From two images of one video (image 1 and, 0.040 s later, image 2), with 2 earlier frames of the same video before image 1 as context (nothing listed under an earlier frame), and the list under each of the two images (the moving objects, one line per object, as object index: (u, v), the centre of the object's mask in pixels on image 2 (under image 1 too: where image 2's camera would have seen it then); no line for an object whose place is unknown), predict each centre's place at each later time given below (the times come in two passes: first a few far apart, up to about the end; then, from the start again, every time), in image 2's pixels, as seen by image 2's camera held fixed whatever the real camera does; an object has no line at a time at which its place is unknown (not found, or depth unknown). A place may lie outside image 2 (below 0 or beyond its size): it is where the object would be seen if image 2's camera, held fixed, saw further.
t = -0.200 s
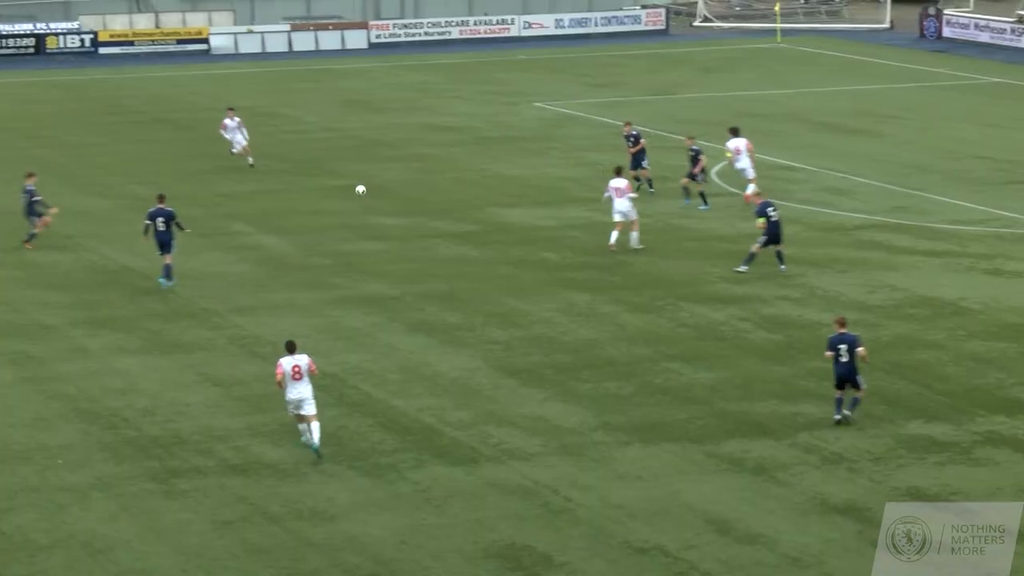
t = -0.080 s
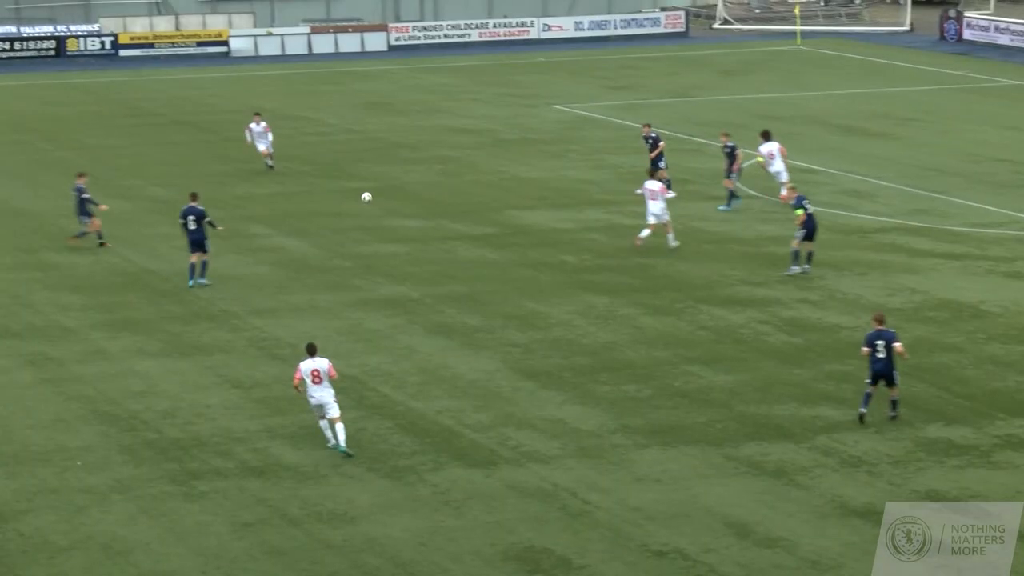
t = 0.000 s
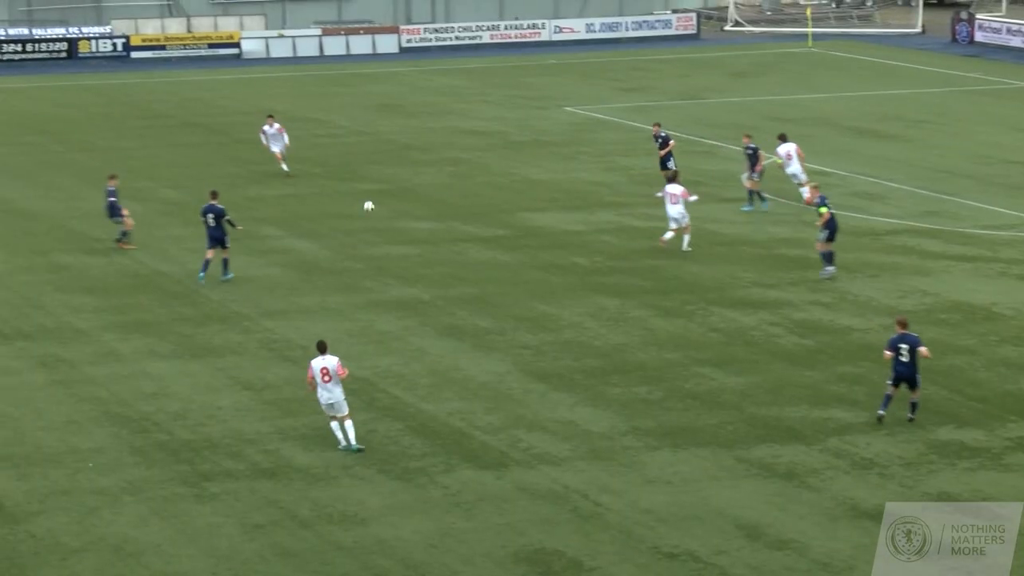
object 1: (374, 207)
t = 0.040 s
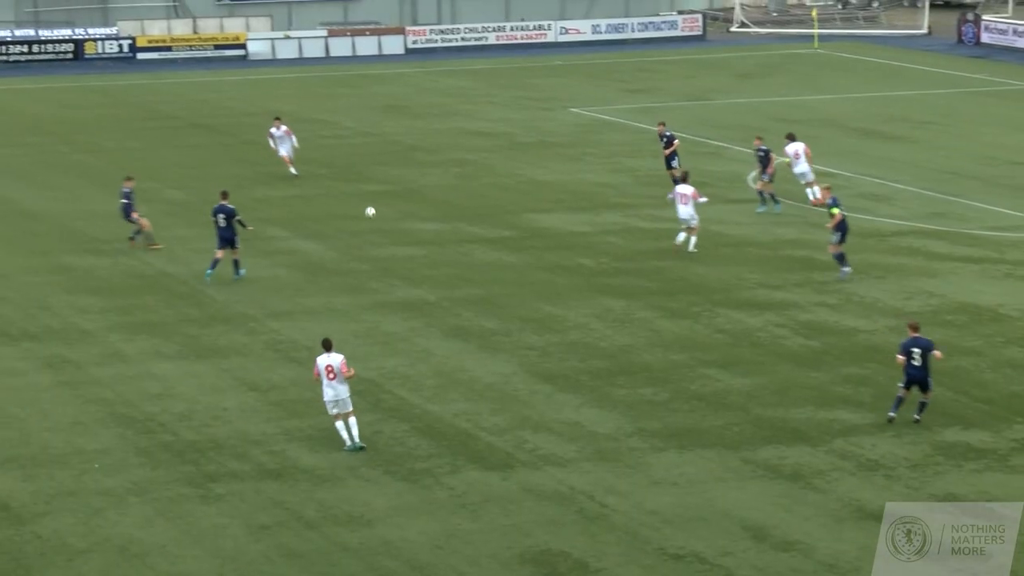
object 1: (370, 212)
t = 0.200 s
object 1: (353, 238)
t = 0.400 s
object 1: (334, 225)
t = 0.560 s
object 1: (319, 225)
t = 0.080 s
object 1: (366, 217)
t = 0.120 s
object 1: (361, 223)
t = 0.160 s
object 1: (357, 230)
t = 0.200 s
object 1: (353, 238)
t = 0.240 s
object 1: (349, 239)
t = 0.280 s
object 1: (345, 234)
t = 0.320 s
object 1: (341, 231)
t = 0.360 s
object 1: (338, 228)
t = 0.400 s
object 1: (334, 225)
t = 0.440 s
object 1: (330, 224)
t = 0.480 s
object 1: (327, 224)
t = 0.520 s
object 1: (323, 224)
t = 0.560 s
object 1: (319, 225)
